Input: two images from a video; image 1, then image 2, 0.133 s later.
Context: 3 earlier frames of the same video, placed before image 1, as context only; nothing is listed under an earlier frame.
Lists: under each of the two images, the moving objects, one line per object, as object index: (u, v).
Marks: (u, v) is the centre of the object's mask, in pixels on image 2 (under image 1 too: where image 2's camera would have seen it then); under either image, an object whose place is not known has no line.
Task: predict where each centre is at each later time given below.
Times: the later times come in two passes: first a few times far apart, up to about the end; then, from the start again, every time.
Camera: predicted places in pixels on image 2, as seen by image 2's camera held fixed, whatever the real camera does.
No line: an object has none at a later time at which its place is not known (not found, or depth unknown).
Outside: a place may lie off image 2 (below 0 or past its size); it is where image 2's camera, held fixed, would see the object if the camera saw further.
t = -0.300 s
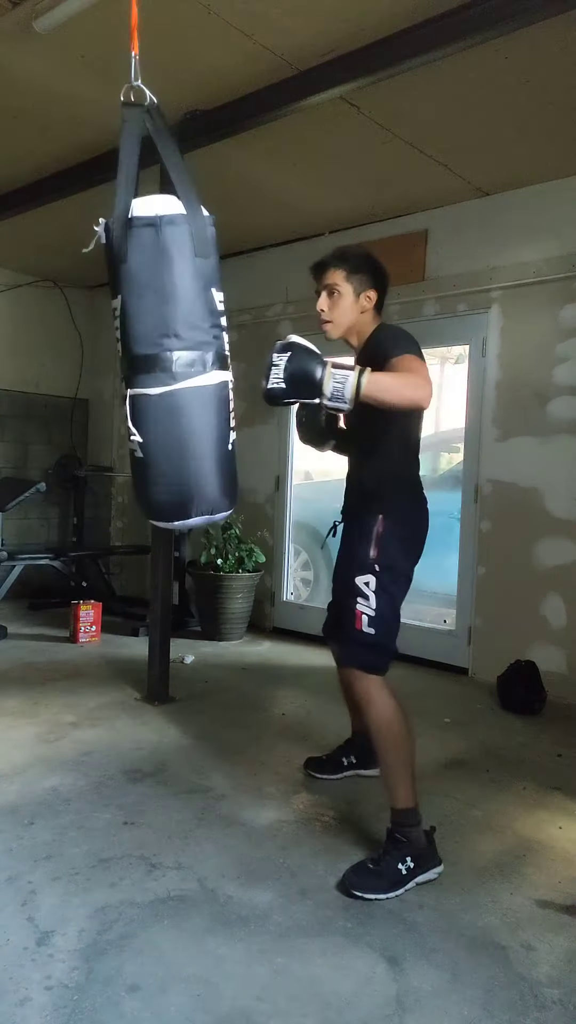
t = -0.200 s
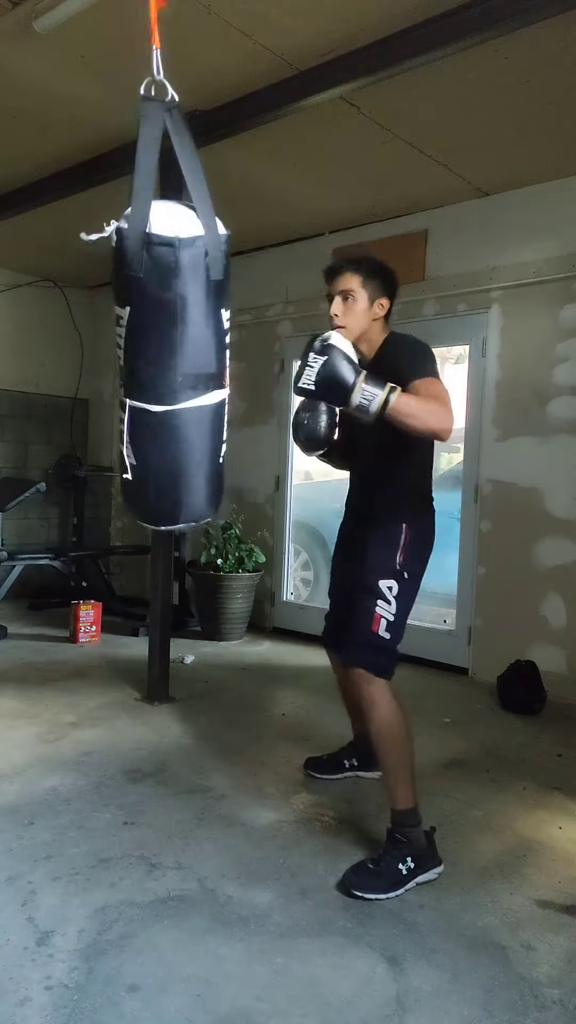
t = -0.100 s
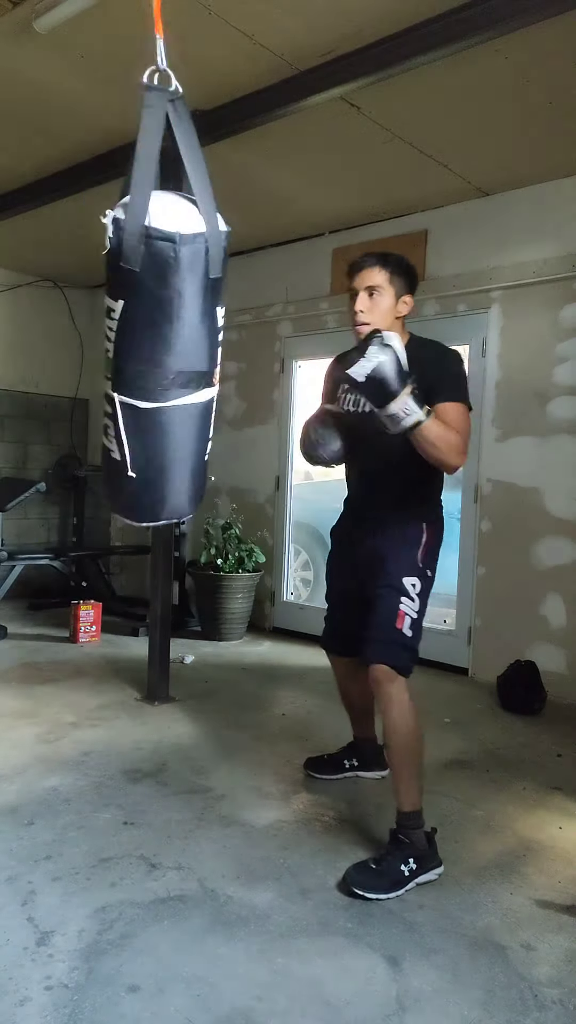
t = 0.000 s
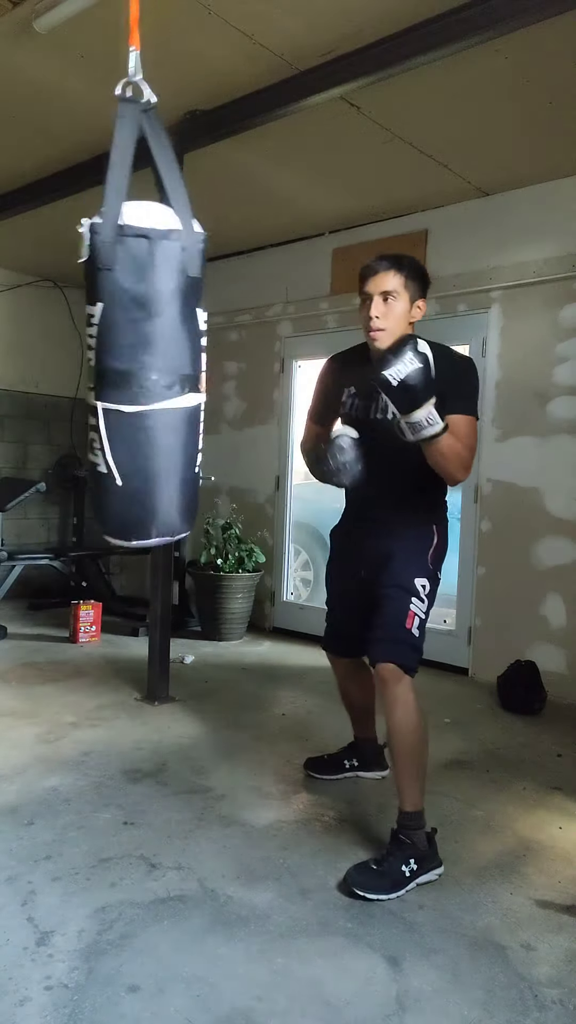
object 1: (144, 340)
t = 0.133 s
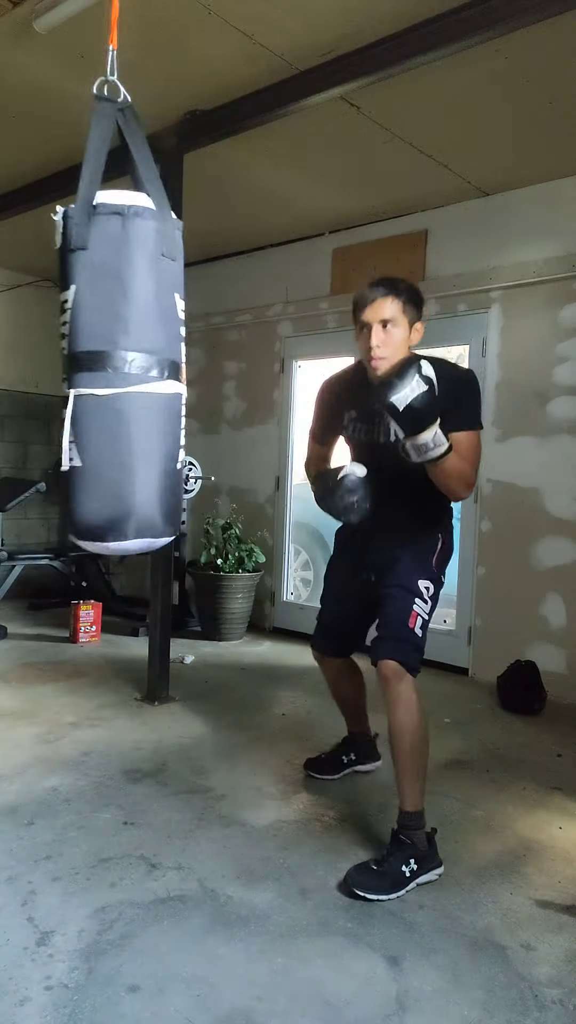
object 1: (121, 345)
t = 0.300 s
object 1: (98, 337)
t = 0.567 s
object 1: (64, 320)
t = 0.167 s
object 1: (116, 347)
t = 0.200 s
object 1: (112, 350)
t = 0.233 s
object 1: (108, 349)
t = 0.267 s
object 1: (104, 343)
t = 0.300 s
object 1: (98, 337)
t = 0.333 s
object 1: (92, 332)
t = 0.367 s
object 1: (87, 329)
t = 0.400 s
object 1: (81, 328)
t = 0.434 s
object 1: (75, 328)
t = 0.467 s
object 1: (71, 330)
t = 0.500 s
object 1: (68, 327)
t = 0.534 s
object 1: (65, 322)
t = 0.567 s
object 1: (64, 320)
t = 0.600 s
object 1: (62, 314)
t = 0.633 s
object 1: (61, 303)
